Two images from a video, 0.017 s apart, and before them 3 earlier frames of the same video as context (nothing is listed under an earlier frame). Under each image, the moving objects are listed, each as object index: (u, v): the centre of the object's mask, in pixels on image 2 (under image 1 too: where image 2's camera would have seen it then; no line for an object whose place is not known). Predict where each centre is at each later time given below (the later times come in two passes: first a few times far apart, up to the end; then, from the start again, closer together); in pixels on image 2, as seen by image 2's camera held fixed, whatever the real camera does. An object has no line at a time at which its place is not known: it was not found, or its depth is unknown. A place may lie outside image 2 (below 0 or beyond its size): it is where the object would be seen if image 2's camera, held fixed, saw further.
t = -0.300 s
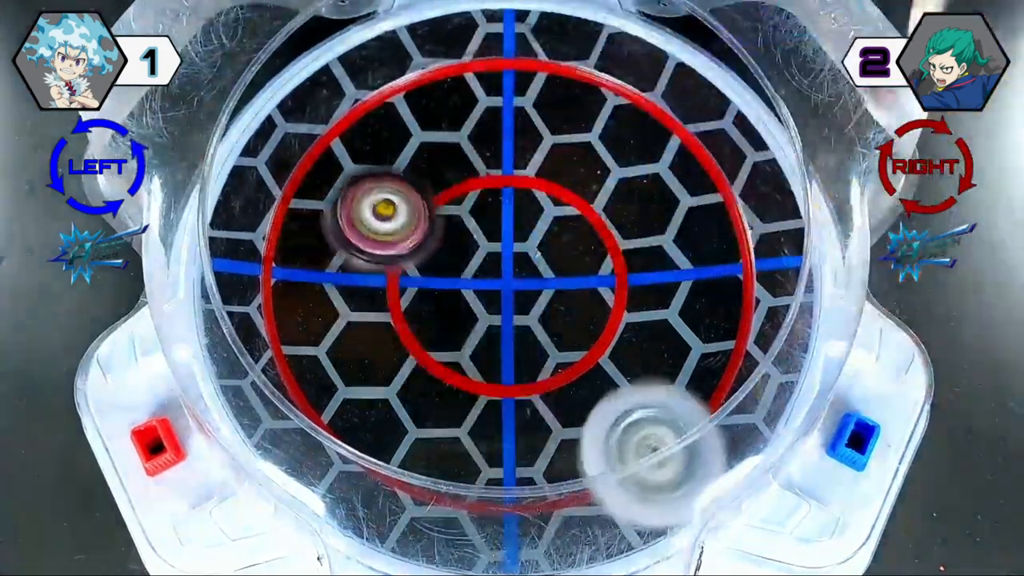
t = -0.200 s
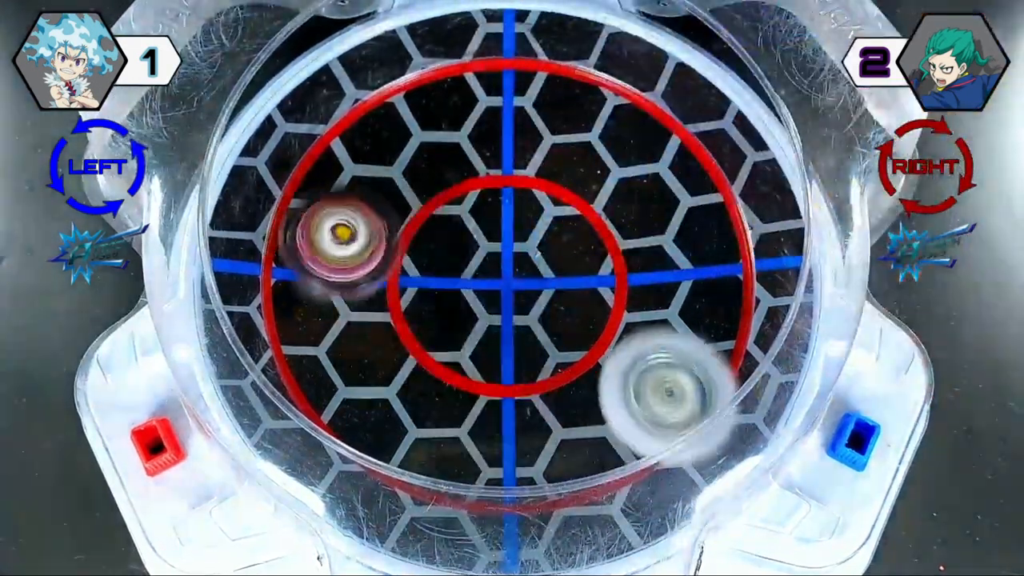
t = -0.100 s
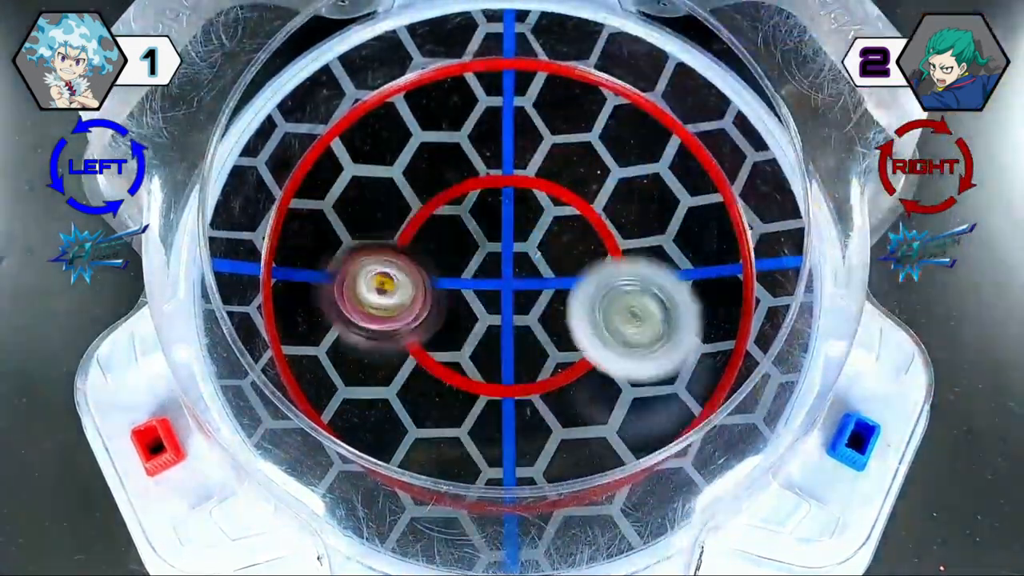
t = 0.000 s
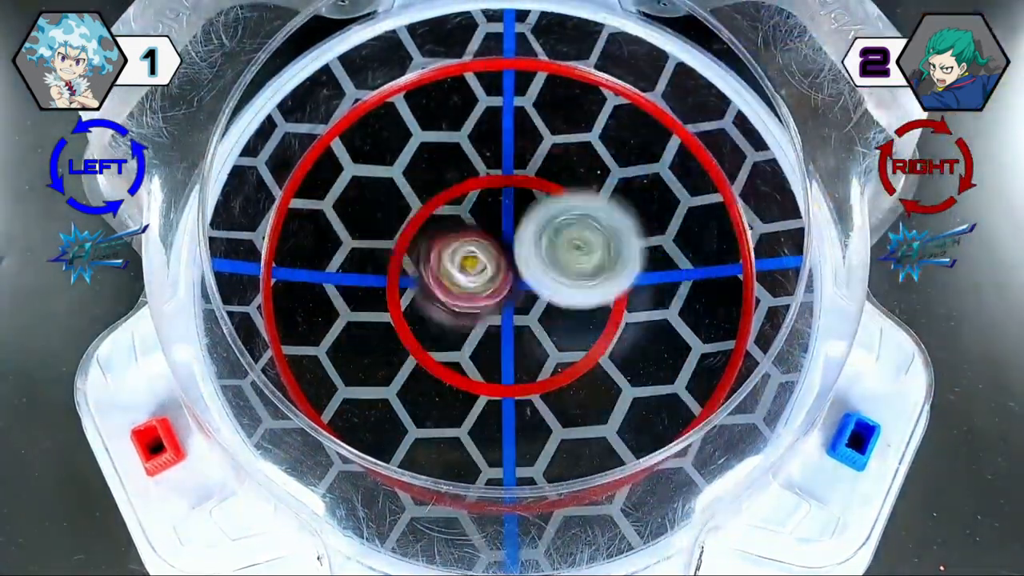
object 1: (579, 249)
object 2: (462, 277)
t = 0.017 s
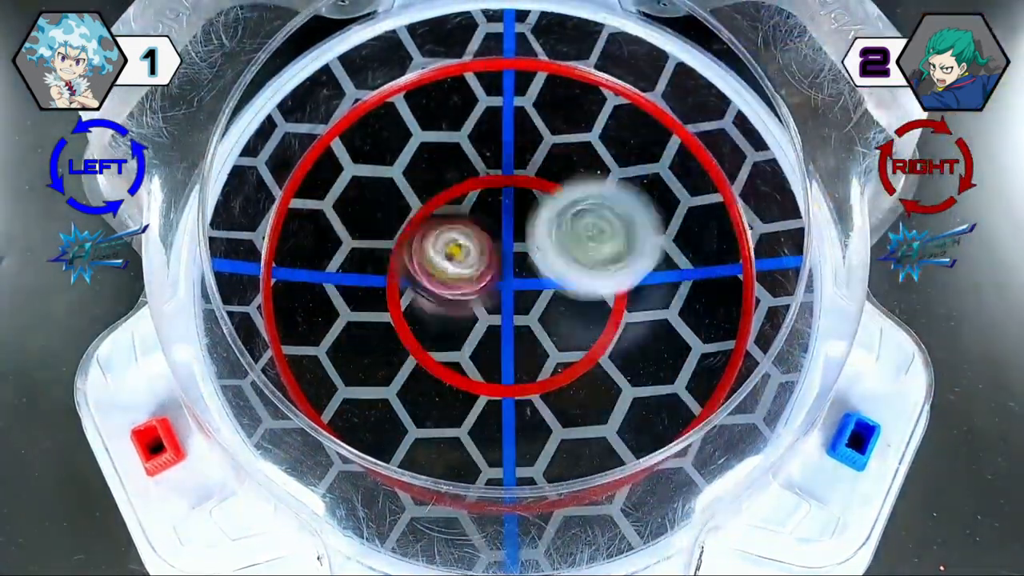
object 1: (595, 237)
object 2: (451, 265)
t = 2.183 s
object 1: (627, 459)
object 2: (391, 106)
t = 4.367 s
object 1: (591, 205)
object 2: (544, 382)
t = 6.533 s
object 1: (383, 204)
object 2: (561, 242)
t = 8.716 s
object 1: (556, 273)
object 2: (462, 215)
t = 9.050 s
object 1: (513, 353)
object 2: (468, 189)
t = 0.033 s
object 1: (614, 226)
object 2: (435, 252)
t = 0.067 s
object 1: (647, 205)
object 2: (409, 231)
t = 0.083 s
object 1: (661, 196)
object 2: (400, 224)
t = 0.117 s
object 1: (686, 180)
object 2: (373, 214)
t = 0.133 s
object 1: (698, 174)
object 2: (357, 212)
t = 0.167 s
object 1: (713, 166)
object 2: (337, 219)
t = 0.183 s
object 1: (719, 164)
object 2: (327, 224)
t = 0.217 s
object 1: (722, 165)
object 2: (309, 246)
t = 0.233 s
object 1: (720, 169)
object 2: (306, 261)
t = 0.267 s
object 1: (713, 179)
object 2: (315, 291)
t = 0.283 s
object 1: (708, 187)
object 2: (326, 305)
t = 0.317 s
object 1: (694, 204)
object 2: (349, 327)
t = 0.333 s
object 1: (685, 213)
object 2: (371, 332)
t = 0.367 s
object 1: (666, 233)
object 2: (407, 337)
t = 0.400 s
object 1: (646, 253)
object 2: (448, 326)
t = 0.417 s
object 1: (635, 266)
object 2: (466, 315)
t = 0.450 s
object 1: (613, 287)
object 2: (491, 293)
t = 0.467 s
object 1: (605, 299)
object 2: (496, 276)
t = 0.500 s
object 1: (642, 331)
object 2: (471, 232)
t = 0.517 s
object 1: (660, 348)
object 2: (450, 211)
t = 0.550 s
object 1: (689, 377)
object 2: (417, 178)
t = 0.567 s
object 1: (699, 389)
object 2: (404, 165)
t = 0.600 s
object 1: (704, 405)
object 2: (373, 148)
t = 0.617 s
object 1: (702, 414)
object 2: (352, 142)
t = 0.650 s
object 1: (695, 427)
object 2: (317, 142)
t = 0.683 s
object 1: (687, 444)
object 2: (300, 173)
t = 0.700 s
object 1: (675, 448)
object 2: (296, 196)
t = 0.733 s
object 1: (663, 466)
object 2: (285, 223)
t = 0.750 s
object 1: (653, 471)
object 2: (284, 239)
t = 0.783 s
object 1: (632, 482)
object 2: (292, 269)
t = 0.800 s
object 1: (618, 482)
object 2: (301, 281)
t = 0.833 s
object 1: (590, 481)
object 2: (328, 303)
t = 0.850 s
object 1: (576, 478)
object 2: (339, 307)
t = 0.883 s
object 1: (544, 470)
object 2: (377, 316)
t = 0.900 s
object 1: (527, 461)
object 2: (399, 315)
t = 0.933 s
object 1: (492, 435)
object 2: (431, 302)
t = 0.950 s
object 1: (474, 426)
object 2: (448, 289)
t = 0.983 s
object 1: (444, 398)
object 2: (472, 269)
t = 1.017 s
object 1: (423, 363)
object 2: (496, 240)
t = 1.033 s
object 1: (416, 346)
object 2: (505, 227)
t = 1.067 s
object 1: (406, 306)
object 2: (515, 193)
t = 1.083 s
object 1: (403, 286)
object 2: (516, 176)
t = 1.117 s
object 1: (402, 245)
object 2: (512, 144)
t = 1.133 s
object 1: (406, 225)
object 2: (507, 128)
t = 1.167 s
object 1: (414, 188)
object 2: (494, 101)
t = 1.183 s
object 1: (420, 172)
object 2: (486, 85)
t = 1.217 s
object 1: (425, 155)
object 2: (468, 52)
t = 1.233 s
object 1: (430, 155)
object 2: (458, 47)
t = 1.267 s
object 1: (434, 193)
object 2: (451, 27)
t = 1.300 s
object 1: (442, 230)
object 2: (446, 46)
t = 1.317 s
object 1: (447, 249)
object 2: (445, 57)
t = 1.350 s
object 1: (460, 282)
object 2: (437, 76)
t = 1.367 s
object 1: (467, 295)
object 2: (432, 88)
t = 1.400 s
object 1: (479, 319)
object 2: (428, 114)
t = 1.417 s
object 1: (485, 331)
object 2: (430, 129)
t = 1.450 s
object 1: (494, 347)
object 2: (438, 147)
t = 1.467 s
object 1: (497, 353)
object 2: (445, 161)
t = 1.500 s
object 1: (501, 362)
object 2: (466, 183)
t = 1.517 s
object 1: (501, 365)
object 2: (477, 191)
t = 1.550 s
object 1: (500, 368)
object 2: (505, 202)
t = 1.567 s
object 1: (499, 368)
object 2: (526, 206)
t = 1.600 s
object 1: (494, 367)
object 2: (557, 208)
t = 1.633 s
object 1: (486, 362)
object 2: (582, 207)
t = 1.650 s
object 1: (481, 358)
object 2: (597, 201)
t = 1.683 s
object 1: (470, 350)
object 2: (621, 187)
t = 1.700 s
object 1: (465, 346)
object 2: (633, 178)
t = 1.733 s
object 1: (455, 333)
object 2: (649, 162)
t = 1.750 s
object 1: (451, 325)
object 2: (655, 149)
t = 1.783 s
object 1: (447, 309)
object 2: (661, 124)
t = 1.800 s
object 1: (447, 302)
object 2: (660, 114)
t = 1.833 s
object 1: (451, 285)
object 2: (644, 96)
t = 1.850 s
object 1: (455, 277)
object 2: (629, 90)
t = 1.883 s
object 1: (467, 262)
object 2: (600, 82)
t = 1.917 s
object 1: (481, 249)
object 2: (576, 79)
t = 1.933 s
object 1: (489, 243)
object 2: (563, 83)
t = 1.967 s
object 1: (505, 234)
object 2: (541, 94)
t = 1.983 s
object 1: (514, 231)
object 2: (531, 106)
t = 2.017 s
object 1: (537, 229)
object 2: (513, 124)
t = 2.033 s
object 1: (558, 261)
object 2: (500, 114)
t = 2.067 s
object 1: (606, 337)
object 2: (472, 76)
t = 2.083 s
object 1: (629, 372)
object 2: (460, 64)
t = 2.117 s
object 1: (665, 430)
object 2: (440, 61)
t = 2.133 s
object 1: (671, 449)
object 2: (425, 72)
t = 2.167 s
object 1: (648, 459)
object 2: (402, 93)
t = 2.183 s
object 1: (627, 459)
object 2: (391, 106)
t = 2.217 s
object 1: (585, 446)
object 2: (375, 130)
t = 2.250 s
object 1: (535, 425)
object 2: (367, 161)
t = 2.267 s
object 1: (513, 416)
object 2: (368, 176)
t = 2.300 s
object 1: (469, 393)
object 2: (374, 206)
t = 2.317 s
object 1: (450, 380)
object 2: (382, 218)
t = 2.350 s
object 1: (418, 355)
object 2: (403, 244)
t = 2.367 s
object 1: (404, 346)
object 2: (412, 246)
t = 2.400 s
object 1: (363, 410)
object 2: (441, 202)
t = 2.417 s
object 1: (349, 433)
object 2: (456, 177)
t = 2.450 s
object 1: (347, 452)
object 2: (477, 133)
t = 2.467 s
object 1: (362, 443)
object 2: (489, 118)
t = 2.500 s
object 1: (401, 408)
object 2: (503, 92)
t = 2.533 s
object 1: (434, 372)
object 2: (507, 69)
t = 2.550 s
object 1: (453, 352)
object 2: (506, 59)
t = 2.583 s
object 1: (483, 309)
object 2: (497, 56)
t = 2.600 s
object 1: (499, 287)
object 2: (486, 64)
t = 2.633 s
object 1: (523, 249)
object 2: (474, 76)
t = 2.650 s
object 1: (536, 228)
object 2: (471, 79)
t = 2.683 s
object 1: (557, 198)
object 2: (468, 84)
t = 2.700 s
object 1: (568, 181)
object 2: (468, 86)
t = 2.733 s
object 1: (586, 156)
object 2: (474, 93)
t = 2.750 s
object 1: (595, 146)
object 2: (478, 96)
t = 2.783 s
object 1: (614, 130)
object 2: (488, 101)
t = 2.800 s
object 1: (622, 123)
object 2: (494, 104)
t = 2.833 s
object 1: (641, 114)
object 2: (507, 110)
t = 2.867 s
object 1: (655, 109)
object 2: (521, 116)
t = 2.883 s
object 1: (665, 107)
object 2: (530, 118)
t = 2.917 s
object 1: (679, 108)
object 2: (543, 121)
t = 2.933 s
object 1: (682, 112)
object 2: (550, 124)
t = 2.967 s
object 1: (681, 131)
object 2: (564, 127)
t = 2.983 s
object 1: (682, 139)
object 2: (567, 126)
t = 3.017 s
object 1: (690, 159)
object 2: (574, 124)
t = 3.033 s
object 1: (691, 168)
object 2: (576, 124)
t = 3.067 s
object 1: (694, 190)
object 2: (582, 125)
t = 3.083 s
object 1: (694, 198)
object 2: (583, 125)
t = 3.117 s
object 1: (693, 217)
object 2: (587, 128)
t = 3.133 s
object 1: (690, 225)
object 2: (588, 130)
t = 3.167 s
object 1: (681, 241)
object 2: (590, 135)
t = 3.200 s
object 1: (666, 254)
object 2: (592, 142)
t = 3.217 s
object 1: (657, 260)
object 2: (594, 145)
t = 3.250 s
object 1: (634, 267)
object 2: (597, 154)
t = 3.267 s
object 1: (622, 269)
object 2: (598, 159)
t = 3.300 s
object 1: (598, 271)
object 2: (601, 167)
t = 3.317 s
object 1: (586, 274)
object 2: (602, 171)
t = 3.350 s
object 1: (559, 293)
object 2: (604, 179)
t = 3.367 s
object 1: (544, 301)
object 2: (604, 182)
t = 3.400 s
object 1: (516, 309)
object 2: (606, 190)
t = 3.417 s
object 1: (501, 311)
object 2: (607, 195)
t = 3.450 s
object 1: (475, 312)
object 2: (609, 205)
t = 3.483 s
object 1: (451, 306)
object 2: (612, 214)
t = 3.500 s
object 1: (439, 302)
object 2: (614, 218)
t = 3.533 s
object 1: (419, 293)
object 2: (618, 225)
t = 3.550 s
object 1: (409, 287)
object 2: (619, 228)
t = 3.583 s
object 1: (392, 275)
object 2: (622, 236)
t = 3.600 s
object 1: (384, 268)
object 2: (624, 240)
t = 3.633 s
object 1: (371, 254)
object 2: (625, 250)
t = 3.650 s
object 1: (366, 245)
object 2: (625, 252)
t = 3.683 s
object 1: (358, 228)
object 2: (626, 260)
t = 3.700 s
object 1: (355, 220)
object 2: (627, 263)
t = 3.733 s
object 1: (351, 204)
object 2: (625, 268)
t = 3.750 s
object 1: (351, 195)
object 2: (625, 271)
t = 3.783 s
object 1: (353, 179)
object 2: (622, 273)
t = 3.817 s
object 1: (359, 163)
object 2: (619, 277)
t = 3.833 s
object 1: (364, 156)
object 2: (618, 280)
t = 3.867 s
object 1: (374, 144)
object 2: (613, 286)
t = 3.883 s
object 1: (381, 138)
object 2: (611, 290)
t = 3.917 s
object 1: (398, 129)
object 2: (605, 294)
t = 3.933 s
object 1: (406, 126)
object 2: (603, 296)
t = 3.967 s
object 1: (427, 123)
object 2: (597, 301)
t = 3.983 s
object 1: (438, 123)
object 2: (592, 305)
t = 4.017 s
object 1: (459, 126)
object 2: (583, 314)
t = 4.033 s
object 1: (471, 129)
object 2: (580, 318)
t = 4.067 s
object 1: (493, 138)
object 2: (573, 328)
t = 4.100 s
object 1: (512, 151)
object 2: (569, 338)
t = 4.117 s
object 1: (522, 158)
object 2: (569, 343)
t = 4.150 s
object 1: (538, 175)
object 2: (569, 348)
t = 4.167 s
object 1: (545, 185)
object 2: (570, 354)
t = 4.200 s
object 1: (559, 206)
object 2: (571, 358)
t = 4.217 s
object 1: (564, 214)
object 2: (570, 359)
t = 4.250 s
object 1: (571, 237)
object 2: (571, 359)
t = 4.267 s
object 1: (575, 246)
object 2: (571, 360)
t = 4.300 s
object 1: (581, 233)
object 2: (565, 374)
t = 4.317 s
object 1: (584, 224)
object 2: (559, 378)
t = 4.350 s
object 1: (589, 212)
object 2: (548, 381)
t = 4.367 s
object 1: (591, 205)
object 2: (544, 382)
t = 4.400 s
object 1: (595, 197)
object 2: (538, 379)
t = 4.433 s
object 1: (598, 192)
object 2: (533, 377)
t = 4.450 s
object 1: (601, 189)
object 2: (529, 375)
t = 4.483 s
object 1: (606, 187)
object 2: (518, 370)
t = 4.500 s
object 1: (610, 188)
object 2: (511, 367)
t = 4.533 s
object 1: (616, 188)
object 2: (500, 362)
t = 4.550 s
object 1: (619, 190)
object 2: (492, 359)
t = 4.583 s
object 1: (626, 194)
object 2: (480, 354)
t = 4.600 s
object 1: (627, 197)
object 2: (476, 352)
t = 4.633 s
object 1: (629, 204)
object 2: (464, 346)
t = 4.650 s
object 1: (629, 208)
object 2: (457, 345)
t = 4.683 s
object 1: (625, 216)
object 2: (444, 341)
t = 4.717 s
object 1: (618, 225)
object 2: (434, 336)
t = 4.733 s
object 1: (615, 229)
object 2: (425, 335)
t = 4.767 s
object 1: (604, 235)
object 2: (413, 331)
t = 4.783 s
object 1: (597, 239)
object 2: (410, 330)
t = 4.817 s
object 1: (583, 244)
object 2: (402, 330)
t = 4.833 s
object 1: (576, 245)
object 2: (398, 330)
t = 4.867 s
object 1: (558, 247)
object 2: (393, 329)
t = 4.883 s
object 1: (550, 246)
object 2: (391, 330)
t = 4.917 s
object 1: (533, 243)
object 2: (391, 328)
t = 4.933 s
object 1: (525, 242)
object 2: (392, 327)
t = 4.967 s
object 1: (509, 234)
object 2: (395, 324)
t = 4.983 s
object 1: (502, 231)
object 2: (398, 321)
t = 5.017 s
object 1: (489, 220)
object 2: (403, 315)
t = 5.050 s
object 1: (480, 206)
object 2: (407, 310)
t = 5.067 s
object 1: (477, 198)
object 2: (410, 311)
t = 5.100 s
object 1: (472, 182)
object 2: (414, 308)
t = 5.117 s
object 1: (470, 174)
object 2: (417, 306)
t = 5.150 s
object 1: (469, 160)
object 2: (425, 301)
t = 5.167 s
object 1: (469, 154)
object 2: (430, 295)
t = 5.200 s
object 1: (472, 143)
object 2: (437, 286)
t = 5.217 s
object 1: (475, 138)
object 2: (441, 281)
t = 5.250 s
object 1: (480, 130)
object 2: (445, 267)
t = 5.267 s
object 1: (484, 128)
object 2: (446, 260)
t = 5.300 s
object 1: (492, 123)
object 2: (449, 248)
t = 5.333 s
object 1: (502, 122)
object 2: (451, 235)
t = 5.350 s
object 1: (507, 122)
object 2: (450, 232)
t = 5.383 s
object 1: (517, 126)
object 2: (449, 219)
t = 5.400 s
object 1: (523, 124)
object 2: (446, 215)
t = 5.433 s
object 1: (543, 114)
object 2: (444, 215)
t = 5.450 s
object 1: (553, 110)
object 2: (443, 213)
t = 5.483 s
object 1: (573, 106)
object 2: (442, 211)
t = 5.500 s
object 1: (581, 107)
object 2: (442, 208)
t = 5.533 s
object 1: (597, 110)
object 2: (442, 203)
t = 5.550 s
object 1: (604, 114)
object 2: (441, 198)
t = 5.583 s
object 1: (618, 123)
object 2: (442, 197)
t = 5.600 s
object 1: (624, 128)
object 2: (441, 197)
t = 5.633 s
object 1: (634, 141)
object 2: (441, 195)
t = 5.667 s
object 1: (641, 157)
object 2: (443, 196)
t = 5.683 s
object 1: (644, 166)
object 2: (445, 196)
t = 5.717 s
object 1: (645, 182)
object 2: (447, 196)
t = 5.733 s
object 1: (646, 191)
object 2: (450, 196)
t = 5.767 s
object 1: (643, 210)
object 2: (455, 196)
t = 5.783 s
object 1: (640, 220)
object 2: (459, 196)
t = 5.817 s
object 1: (631, 239)
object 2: (466, 196)
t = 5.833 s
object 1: (626, 248)
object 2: (469, 198)
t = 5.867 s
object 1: (613, 264)
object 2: (478, 201)
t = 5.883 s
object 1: (606, 272)
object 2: (481, 201)
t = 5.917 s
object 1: (590, 285)
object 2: (489, 202)
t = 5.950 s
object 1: (573, 296)
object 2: (501, 202)
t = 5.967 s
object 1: (564, 300)
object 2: (506, 200)
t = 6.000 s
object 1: (544, 309)
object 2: (519, 199)
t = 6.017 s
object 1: (535, 313)
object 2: (526, 198)
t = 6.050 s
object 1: (516, 318)
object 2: (533, 198)
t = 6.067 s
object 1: (505, 319)
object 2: (538, 196)
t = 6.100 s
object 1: (485, 319)
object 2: (544, 192)
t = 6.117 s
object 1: (476, 319)
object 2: (547, 191)
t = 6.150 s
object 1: (458, 317)
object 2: (551, 187)
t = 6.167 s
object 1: (450, 315)
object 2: (551, 186)
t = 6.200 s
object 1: (432, 310)
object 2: (553, 186)
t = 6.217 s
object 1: (425, 307)
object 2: (553, 186)
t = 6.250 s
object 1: (410, 302)
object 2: (554, 186)
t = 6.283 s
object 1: (396, 292)
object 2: (553, 189)
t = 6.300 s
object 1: (391, 287)
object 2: (553, 190)
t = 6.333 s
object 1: (380, 277)
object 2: (552, 193)
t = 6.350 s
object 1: (376, 271)
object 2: (552, 195)
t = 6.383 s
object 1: (370, 259)
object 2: (551, 201)
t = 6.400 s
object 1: (368, 253)
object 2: (552, 205)
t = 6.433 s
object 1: (367, 240)
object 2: (552, 213)
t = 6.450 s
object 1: (367, 235)
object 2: (553, 219)
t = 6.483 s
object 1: (371, 220)
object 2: (556, 227)
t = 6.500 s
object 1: (374, 214)
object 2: (558, 231)
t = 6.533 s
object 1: (383, 204)
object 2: (561, 242)
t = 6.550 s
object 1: (387, 199)
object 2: (562, 246)
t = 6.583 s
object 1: (400, 191)
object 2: (566, 254)
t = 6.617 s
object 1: (416, 184)
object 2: (573, 260)
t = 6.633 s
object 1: (424, 183)
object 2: (576, 265)
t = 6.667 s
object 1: (442, 180)
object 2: (583, 268)
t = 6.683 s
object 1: (450, 180)
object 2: (585, 268)
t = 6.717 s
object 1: (469, 182)
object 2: (591, 272)
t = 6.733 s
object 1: (479, 185)
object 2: (592, 273)
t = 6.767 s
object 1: (497, 190)
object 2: (594, 273)
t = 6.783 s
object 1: (505, 193)
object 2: (593, 271)
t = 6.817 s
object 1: (502, 190)
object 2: (603, 280)
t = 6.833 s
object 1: (494, 181)
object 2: (613, 284)
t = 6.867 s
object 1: (475, 165)
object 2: (628, 301)
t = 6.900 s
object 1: (458, 154)
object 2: (639, 306)
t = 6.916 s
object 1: (453, 149)
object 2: (643, 306)
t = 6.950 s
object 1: (442, 141)
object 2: (652, 310)
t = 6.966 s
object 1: (440, 139)
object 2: (657, 309)
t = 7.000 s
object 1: (438, 136)
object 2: (664, 310)
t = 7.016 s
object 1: (438, 134)
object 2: (667, 306)
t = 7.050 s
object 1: (438, 129)
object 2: (670, 302)
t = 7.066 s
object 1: (440, 126)
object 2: (671, 300)
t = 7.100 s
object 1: (443, 122)
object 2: (666, 298)
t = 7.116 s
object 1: (445, 120)
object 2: (664, 296)
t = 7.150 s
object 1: (450, 117)
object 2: (652, 292)
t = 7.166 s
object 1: (453, 117)
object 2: (645, 289)
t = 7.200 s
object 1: (459, 118)
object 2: (628, 288)
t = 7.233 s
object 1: (467, 122)
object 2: (613, 287)
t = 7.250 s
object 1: (472, 125)
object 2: (605, 287)
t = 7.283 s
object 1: (479, 133)
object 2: (589, 288)
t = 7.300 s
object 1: (483, 137)
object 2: (580, 288)
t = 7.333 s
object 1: (489, 149)
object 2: (566, 292)
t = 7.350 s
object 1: (491, 156)
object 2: (556, 294)
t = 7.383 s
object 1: (495, 169)
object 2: (543, 300)
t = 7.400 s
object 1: (498, 178)
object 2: (534, 302)
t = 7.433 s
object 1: (500, 192)
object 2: (517, 308)
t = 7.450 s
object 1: (499, 197)
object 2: (511, 312)
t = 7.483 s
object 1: (495, 200)
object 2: (502, 320)
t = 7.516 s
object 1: (491, 204)
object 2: (490, 326)
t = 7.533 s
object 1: (489, 205)
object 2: (484, 328)
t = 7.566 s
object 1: (486, 210)
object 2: (473, 333)
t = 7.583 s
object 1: (484, 212)
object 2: (467, 337)
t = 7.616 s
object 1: (482, 216)
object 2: (456, 342)
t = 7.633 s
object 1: (478, 220)
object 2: (452, 346)
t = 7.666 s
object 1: (476, 222)
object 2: (445, 351)
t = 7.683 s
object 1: (475, 226)
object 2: (443, 352)
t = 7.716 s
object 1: (470, 231)
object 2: (440, 357)
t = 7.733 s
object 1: (470, 233)
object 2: (440, 355)
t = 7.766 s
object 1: (469, 238)
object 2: (440, 357)
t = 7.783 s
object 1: (467, 239)
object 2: (442, 360)
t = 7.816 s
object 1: (464, 235)
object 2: (445, 358)
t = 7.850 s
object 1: (464, 234)
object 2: (450, 354)
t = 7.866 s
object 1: (463, 230)
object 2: (453, 351)
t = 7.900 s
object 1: (465, 223)
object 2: (457, 345)
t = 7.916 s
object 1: (467, 220)
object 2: (459, 342)
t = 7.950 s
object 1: (471, 209)
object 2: (460, 334)
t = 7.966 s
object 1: (475, 203)
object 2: (461, 328)
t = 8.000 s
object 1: (481, 197)
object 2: (463, 316)
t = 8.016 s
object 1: (484, 193)
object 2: (462, 309)
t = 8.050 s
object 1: (495, 187)
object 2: (459, 299)
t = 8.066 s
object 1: (499, 184)
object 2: (456, 292)
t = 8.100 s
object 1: (508, 175)
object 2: (451, 284)
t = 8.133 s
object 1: (520, 169)
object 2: (449, 274)
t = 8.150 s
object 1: (524, 167)
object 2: (446, 268)
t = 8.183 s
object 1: (537, 161)
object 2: (442, 255)
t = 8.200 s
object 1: (541, 160)
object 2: (440, 251)
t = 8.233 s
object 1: (551, 157)
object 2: (435, 240)
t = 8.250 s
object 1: (558, 157)
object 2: (433, 236)
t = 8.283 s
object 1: (566, 158)
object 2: (426, 227)
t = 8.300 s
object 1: (572, 158)
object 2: (425, 224)
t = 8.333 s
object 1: (581, 161)
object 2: (419, 216)
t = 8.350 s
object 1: (585, 163)
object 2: (416, 215)
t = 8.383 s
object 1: (593, 168)
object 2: (412, 206)
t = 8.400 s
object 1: (597, 172)
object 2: (411, 205)
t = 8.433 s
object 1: (601, 181)
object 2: (407, 204)
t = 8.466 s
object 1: (605, 191)
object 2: (406, 204)
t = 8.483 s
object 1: (605, 197)
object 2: (406, 204)
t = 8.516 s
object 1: (604, 208)
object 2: (409, 207)
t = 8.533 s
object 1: (604, 213)
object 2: (410, 208)
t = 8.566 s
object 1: (598, 226)
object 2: (417, 211)
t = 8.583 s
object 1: (595, 231)
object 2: (421, 212)
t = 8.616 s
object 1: (590, 245)
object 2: (431, 214)
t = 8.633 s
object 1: (583, 250)
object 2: (435, 214)
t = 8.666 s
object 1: (576, 260)
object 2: (444, 215)
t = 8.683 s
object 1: (569, 266)
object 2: (449, 217)
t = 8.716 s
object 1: (556, 273)
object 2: (462, 215)
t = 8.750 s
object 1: (548, 284)
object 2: (469, 210)
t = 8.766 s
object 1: (553, 295)
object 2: (469, 206)
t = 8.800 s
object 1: (560, 311)
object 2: (465, 197)
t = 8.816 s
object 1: (563, 317)
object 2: (464, 193)
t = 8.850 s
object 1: (564, 327)
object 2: (463, 188)
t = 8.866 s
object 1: (562, 331)
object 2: (462, 185)
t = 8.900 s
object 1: (555, 338)
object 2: (462, 184)
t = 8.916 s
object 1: (551, 342)
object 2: (462, 183)
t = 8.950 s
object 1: (543, 345)
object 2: (462, 183)
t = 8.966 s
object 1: (538, 349)
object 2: (462, 183)
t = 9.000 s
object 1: (528, 351)
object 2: (463, 185)
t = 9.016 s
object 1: (523, 353)
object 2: (464, 186)
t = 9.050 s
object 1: (513, 353)
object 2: (468, 189)
